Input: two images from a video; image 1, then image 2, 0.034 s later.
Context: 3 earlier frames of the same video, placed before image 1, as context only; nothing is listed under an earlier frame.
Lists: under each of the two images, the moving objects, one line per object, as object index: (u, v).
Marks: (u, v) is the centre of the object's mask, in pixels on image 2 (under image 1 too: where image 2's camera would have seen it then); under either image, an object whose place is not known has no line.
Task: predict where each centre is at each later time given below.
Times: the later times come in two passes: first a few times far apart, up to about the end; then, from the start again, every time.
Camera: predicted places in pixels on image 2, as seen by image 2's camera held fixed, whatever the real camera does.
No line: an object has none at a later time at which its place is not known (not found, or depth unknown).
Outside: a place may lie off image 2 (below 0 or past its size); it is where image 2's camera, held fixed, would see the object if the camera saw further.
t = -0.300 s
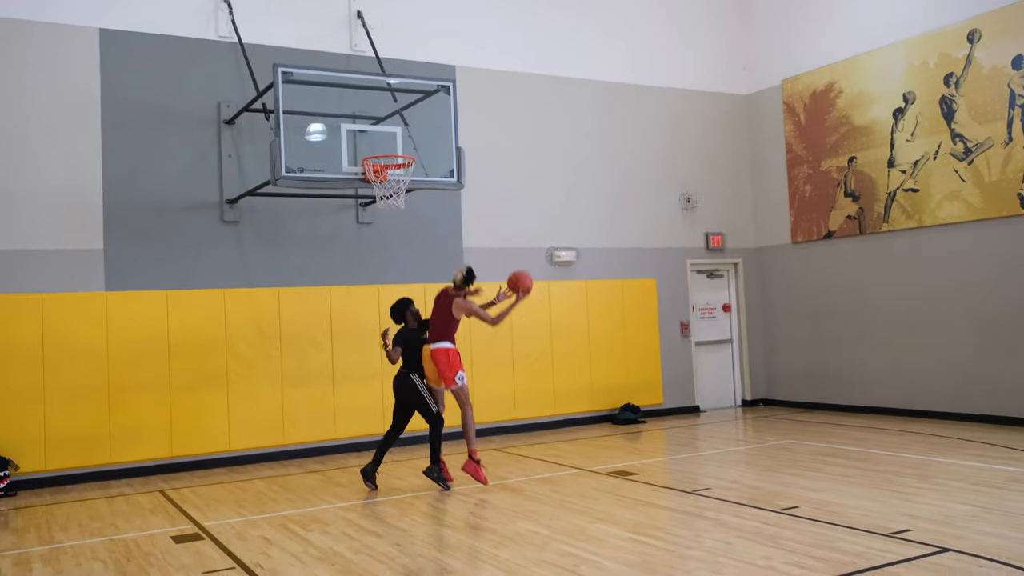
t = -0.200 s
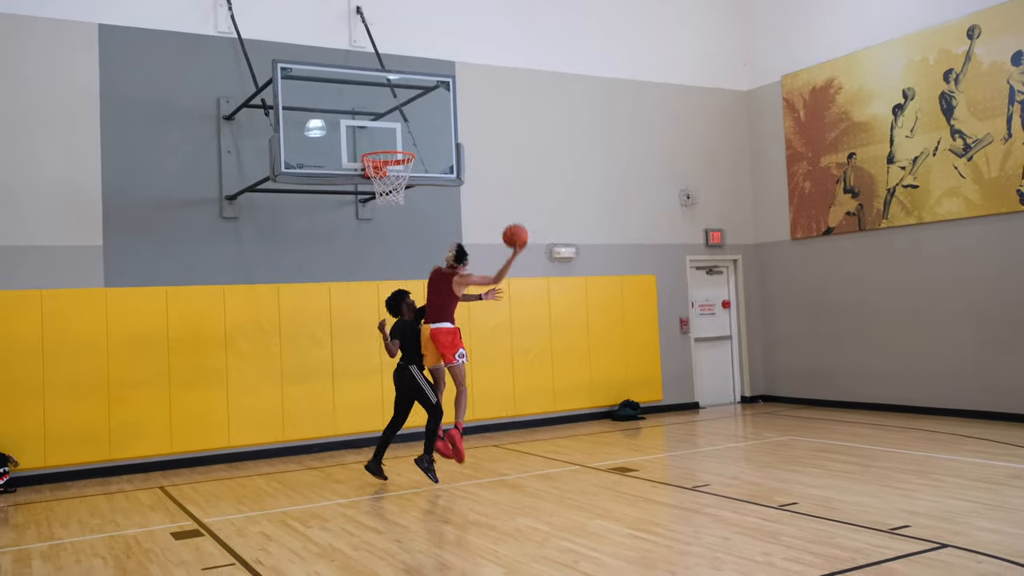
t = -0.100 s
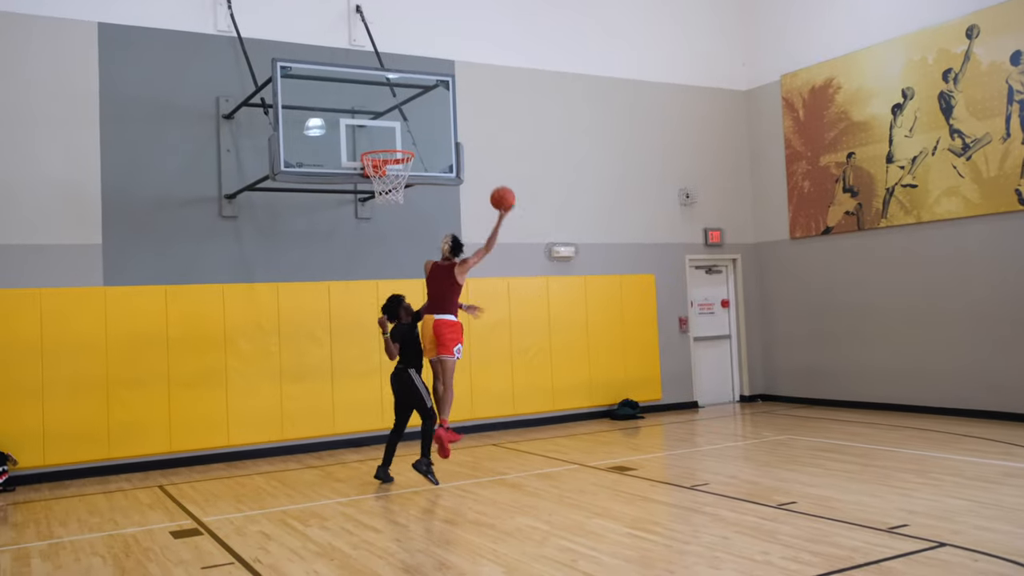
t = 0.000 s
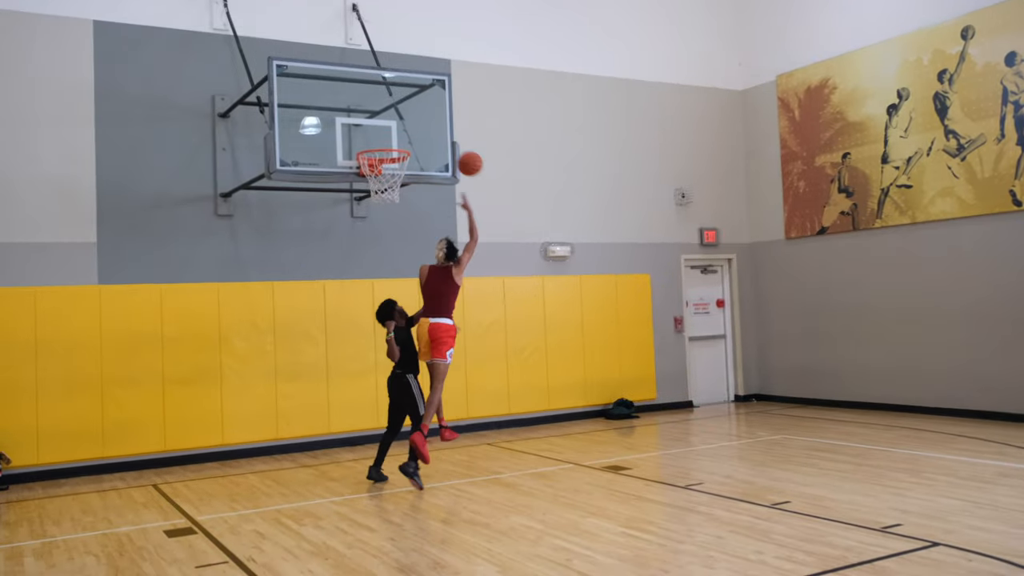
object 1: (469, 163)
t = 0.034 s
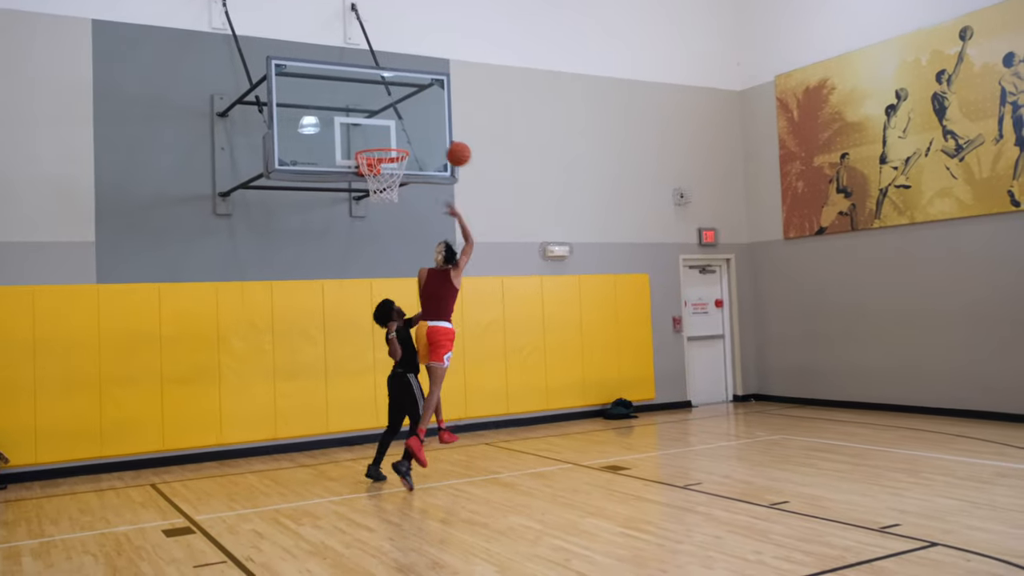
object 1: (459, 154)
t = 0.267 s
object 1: (399, 122)
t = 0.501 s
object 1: (386, 144)
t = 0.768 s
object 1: (380, 205)
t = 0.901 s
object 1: (379, 242)
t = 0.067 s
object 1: (449, 146)
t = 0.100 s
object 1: (438, 139)
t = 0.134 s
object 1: (429, 133)
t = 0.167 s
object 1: (419, 129)
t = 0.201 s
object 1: (410, 125)
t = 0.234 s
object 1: (401, 123)
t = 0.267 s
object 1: (399, 122)
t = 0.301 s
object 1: (397, 123)
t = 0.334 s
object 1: (395, 125)
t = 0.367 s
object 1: (394, 127)
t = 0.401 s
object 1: (392, 131)
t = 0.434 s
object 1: (390, 136)
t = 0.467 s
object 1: (387, 140)
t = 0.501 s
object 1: (386, 144)
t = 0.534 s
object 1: (385, 156)
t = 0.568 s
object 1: (384, 163)
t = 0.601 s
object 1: (387, 173)
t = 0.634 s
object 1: (383, 180)
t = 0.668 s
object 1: (383, 189)
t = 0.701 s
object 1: (381, 196)
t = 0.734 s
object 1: (380, 198)
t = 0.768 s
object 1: (380, 205)
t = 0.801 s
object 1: (380, 212)
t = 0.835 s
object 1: (379, 221)
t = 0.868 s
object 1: (379, 231)
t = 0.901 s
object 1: (379, 242)
